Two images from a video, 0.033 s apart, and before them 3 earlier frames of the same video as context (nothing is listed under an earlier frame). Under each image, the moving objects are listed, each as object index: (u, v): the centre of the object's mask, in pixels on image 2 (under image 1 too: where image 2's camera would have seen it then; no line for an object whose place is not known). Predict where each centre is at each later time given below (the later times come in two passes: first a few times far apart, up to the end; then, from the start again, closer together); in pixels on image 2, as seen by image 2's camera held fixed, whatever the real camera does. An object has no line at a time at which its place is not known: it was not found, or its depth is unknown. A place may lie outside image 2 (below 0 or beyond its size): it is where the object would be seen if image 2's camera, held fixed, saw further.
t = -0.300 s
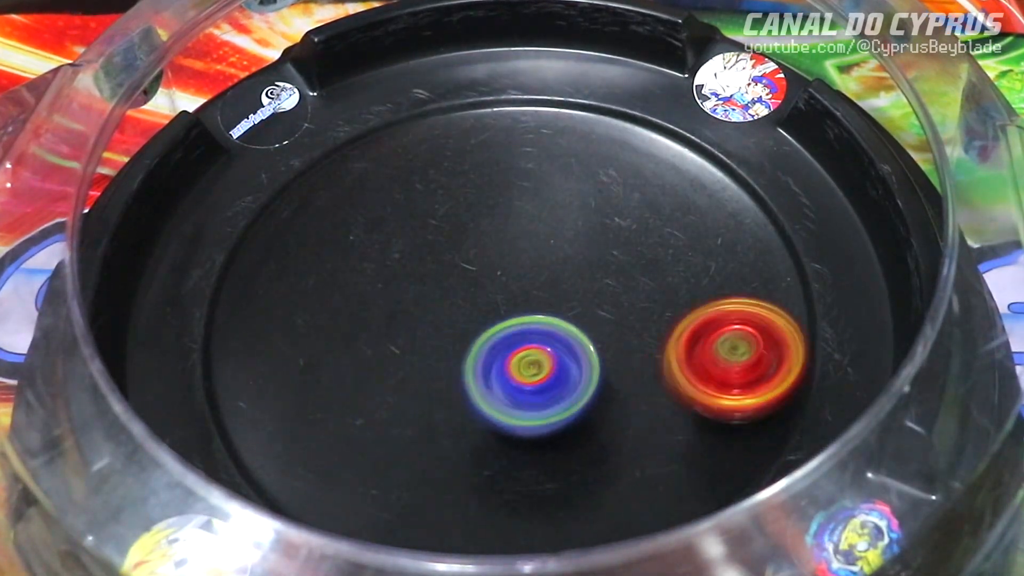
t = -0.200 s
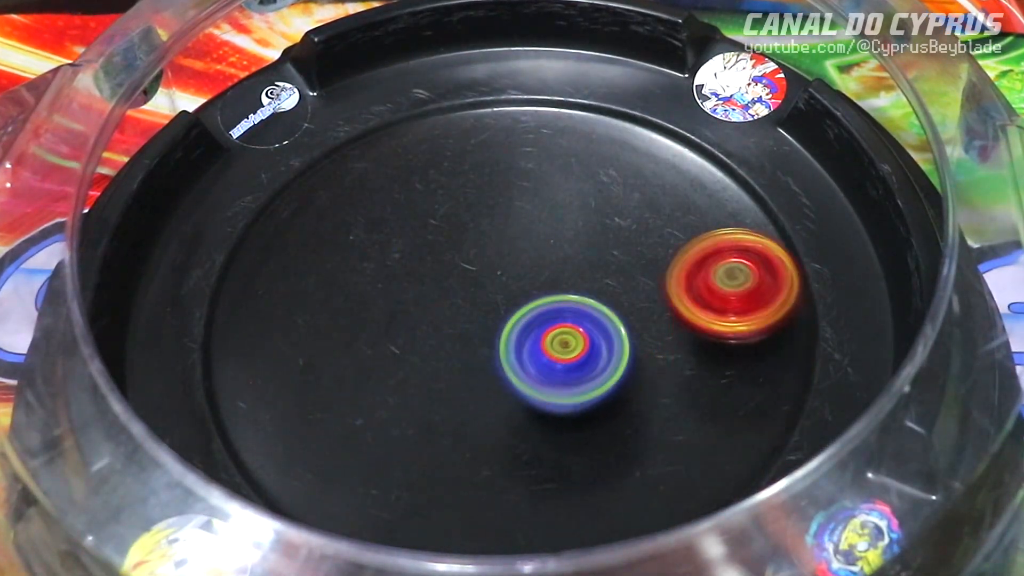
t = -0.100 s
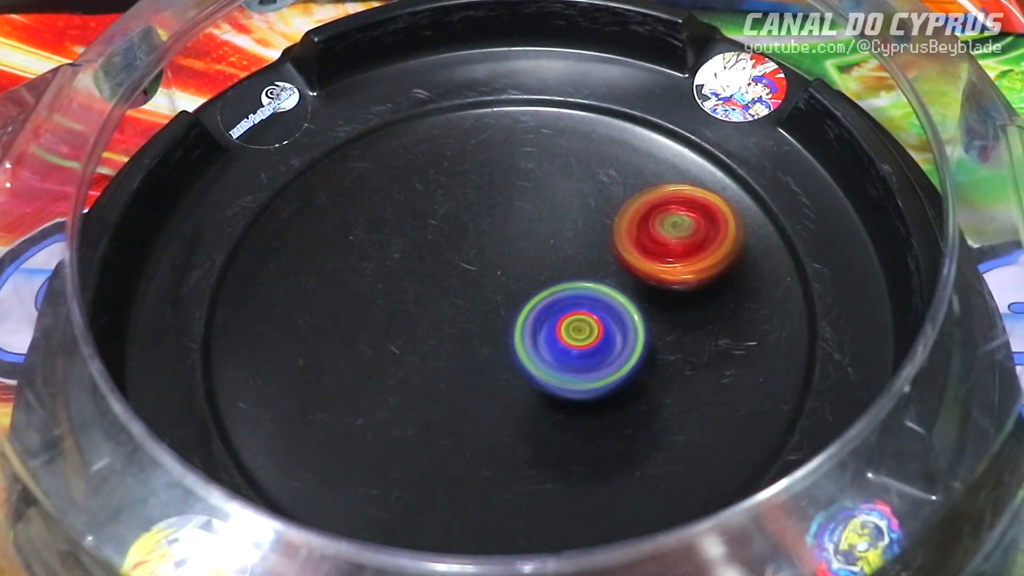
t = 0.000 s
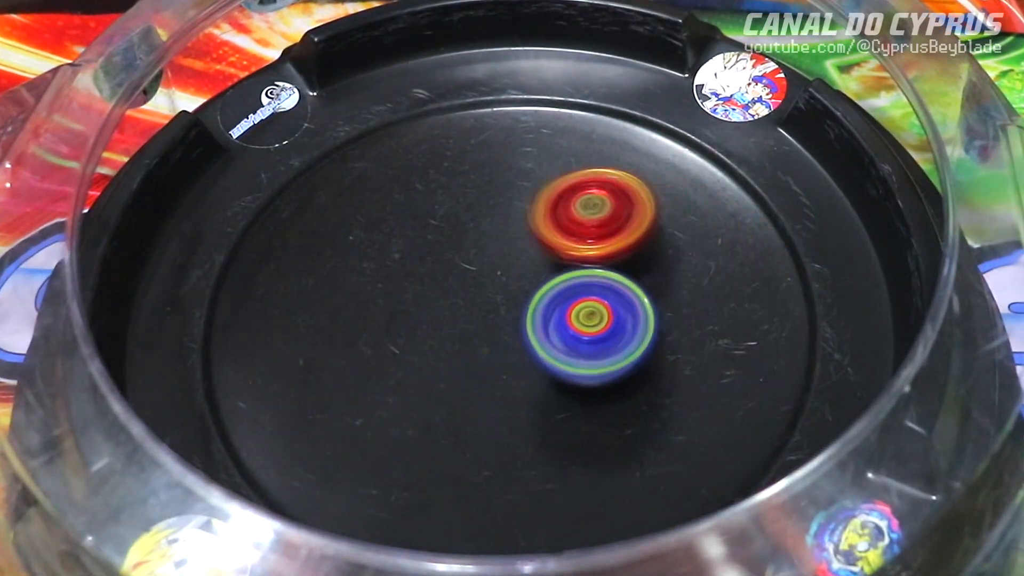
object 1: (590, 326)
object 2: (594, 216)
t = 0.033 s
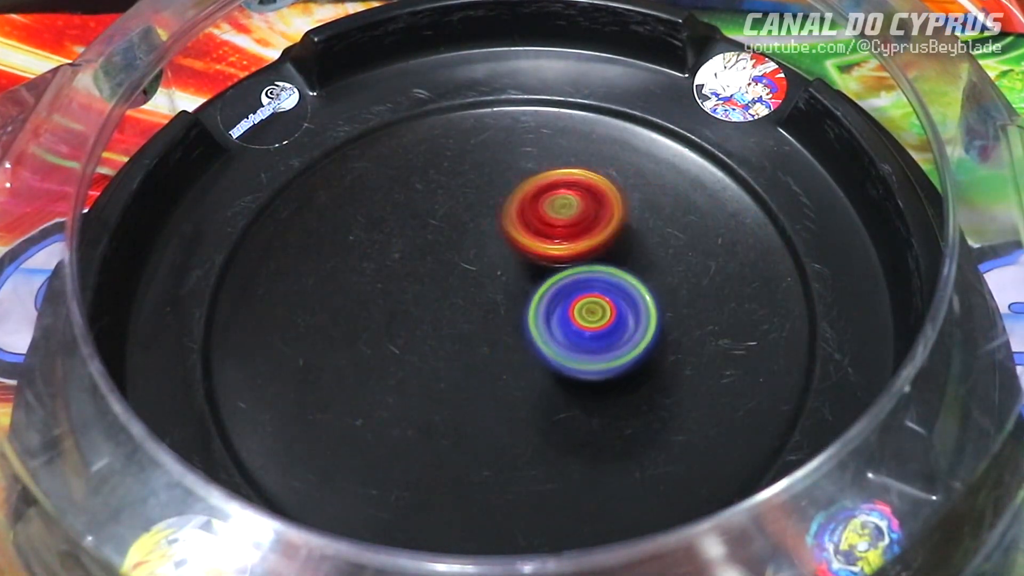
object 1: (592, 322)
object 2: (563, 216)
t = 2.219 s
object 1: (456, 243)
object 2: (600, 301)
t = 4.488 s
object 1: (562, 290)
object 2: (411, 311)
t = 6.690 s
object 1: (466, 317)
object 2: (603, 342)
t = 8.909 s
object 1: (441, 292)
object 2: (595, 308)
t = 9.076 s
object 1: (463, 270)
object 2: (580, 339)
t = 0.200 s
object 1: (599, 301)
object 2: (440, 252)
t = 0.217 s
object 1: (599, 300)
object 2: (432, 258)
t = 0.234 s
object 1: (600, 298)
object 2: (422, 264)
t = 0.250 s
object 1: (600, 296)
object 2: (413, 270)
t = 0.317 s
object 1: (599, 288)
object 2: (384, 296)
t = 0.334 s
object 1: (597, 287)
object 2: (378, 303)
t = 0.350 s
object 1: (597, 285)
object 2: (372, 311)
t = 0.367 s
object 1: (597, 284)
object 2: (369, 318)
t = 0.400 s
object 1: (595, 280)
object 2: (362, 334)
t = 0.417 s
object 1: (594, 279)
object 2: (360, 342)
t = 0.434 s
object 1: (593, 277)
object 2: (359, 350)
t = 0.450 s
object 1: (591, 276)
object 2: (359, 357)
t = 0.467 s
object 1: (590, 275)
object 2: (359, 365)
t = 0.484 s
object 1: (589, 273)
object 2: (360, 373)
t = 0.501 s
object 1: (588, 272)
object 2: (362, 381)
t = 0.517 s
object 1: (586, 271)
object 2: (366, 388)
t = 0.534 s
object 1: (585, 269)
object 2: (371, 395)
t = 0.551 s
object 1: (583, 268)
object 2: (377, 401)
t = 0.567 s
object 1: (581, 267)
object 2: (384, 407)
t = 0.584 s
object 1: (579, 266)
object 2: (392, 412)
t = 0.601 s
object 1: (577, 265)
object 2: (401, 416)
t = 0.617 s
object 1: (576, 264)
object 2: (409, 419)
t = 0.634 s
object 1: (573, 263)
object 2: (420, 422)
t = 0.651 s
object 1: (571, 262)
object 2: (431, 423)
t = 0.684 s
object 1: (567, 260)
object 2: (452, 422)
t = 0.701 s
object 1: (565, 260)
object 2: (463, 420)
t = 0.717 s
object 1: (563, 259)
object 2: (474, 417)
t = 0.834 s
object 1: (546, 255)
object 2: (533, 371)
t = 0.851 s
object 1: (544, 254)
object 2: (537, 364)
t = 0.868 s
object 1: (544, 250)
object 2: (541, 358)
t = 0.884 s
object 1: (543, 243)
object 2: (542, 355)
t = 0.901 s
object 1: (541, 237)
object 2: (545, 351)
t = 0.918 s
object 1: (538, 233)
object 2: (546, 344)
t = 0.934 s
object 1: (535, 229)
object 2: (547, 337)
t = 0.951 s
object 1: (532, 226)
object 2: (547, 332)
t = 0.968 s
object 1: (528, 221)
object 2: (546, 327)
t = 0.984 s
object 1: (524, 213)
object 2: (546, 326)
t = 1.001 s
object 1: (519, 206)
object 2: (545, 325)
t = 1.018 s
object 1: (512, 199)
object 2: (544, 323)
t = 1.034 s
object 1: (506, 194)
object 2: (542, 319)
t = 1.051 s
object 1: (498, 189)
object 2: (539, 316)
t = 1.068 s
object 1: (491, 185)
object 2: (537, 313)
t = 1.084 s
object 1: (485, 182)
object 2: (534, 310)
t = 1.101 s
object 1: (478, 179)
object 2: (530, 307)
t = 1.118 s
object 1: (473, 178)
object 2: (526, 304)
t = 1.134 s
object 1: (468, 176)
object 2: (521, 302)
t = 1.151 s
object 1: (463, 176)
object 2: (516, 302)
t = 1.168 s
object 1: (461, 176)
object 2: (512, 300)
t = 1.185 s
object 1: (458, 176)
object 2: (506, 299)
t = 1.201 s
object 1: (455, 176)
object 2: (501, 298)
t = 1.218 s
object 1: (453, 177)
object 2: (495, 297)
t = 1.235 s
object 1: (451, 179)
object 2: (489, 297)
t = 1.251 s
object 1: (450, 180)
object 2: (484, 296)
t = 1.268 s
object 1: (450, 182)
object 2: (479, 296)
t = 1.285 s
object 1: (449, 184)
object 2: (473, 296)
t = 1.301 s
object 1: (448, 186)
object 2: (468, 296)
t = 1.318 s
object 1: (447, 188)
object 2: (463, 298)
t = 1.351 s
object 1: (448, 193)
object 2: (454, 302)
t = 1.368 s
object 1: (447, 195)
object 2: (450, 305)
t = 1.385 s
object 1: (448, 198)
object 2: (447, 309)
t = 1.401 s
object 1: (448, 201)
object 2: (445, 312)
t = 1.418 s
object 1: (448, 203)
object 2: (442, 316)
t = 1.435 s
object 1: (449, 206)
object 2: (442, 320)
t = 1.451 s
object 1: (450, 209)
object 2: (442, 323)
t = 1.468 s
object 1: (451, 212)
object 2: (442, 327)
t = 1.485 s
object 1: (451, 215)
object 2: (443, 330)
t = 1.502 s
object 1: (452, 218)
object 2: (445, 334)
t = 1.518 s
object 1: (453, 221)
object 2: (447, 337)
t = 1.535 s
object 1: (454, 223)
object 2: (451, 340)
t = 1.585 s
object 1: (454, 231)
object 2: (465, 345)
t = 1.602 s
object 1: (456, 234)
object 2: (468, 346)
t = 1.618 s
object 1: (456, 236)
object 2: (475, 346)
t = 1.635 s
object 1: (456, 238)
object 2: (480, 345)
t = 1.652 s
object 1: (457, 237)
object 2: (486, 349)
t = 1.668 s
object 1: (459, 232)
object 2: (491, 355)
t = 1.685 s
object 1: (461, 229)
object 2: (496, 360)
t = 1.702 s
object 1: (461, 229)
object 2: (503, 362)
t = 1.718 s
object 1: (463, 229)
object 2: (510, 364)
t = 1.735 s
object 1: (464, 229)
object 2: (517, 365)
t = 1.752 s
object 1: (465, 230)
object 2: (524, 364)
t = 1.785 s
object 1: (465, 232)
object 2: (538, 363)
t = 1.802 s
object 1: (467, 234)
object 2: (545, 363)
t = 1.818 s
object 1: (467, 234)
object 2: (552, 360)
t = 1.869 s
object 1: (470, 238)
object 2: (566, 350)
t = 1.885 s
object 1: (471, 239)
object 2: (570, 347)
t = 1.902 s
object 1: (472, 240)
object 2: (574, 342)
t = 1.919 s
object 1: (473, 241)
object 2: (575, 337)
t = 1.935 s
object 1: (474, 243)
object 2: (578, 333)
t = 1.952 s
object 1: (476, 245)
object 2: (579, 328)
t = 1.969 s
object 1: (477, 246)
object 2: (579, 323)
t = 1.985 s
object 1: (478, 247)
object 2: (578, 317)
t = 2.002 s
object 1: (478, 247)
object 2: (579, 315)
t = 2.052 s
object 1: (475, 245)
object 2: (584, 306)
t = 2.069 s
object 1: (475, 245)
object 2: (583, 303)
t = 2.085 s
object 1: (470, 243)
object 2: (587, 303)
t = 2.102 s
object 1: (467, 240)
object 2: (592, 304)
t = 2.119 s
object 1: (463, 238)
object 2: (595, 303)
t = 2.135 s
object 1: (461, 238)
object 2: (597, 302)
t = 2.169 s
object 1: (459, 239)
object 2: (600, 302)
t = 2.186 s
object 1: (457, 240)
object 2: (601, 302)
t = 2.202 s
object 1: (457, 242)
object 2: (601, 301)
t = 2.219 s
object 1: (456, 243)
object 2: (600, 301)
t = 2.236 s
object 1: (455, 245)
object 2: (600, 300)
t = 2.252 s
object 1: (454, 246)
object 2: (599, 300)
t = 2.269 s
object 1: (454, 249)
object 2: (598, 298)
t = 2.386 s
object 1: (450, 263)
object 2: (584, 297)
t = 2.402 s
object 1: (451, 265)
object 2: (581, 297)
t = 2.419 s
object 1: (449, 264)
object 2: (579, 299)
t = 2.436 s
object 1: (441, 259)
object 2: (584, 307)
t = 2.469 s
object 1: (425, 248)
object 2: (588, 322)
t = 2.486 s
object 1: (420, 245)
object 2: (590, 328)
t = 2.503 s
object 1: (415, 243)
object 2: (592, 333)
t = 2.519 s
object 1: (412, 242)
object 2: (593, 336)
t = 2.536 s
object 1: (408, 242)
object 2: (593, 340)
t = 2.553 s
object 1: (405, 242)
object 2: (594, 343)
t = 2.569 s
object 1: (402, 243)
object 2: (596, 347)
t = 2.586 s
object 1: (399, 244)
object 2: (595, 349)
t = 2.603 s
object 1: (399, 246)
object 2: (596, 353)
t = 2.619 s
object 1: (398, 247)
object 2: (597, 356)
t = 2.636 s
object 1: (397, 249)
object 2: (596, 358)
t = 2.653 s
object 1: (399, 252)
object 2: (595, 361)
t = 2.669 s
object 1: (401, 254)
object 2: (594, 363)
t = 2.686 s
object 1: (401, 257)
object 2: (594, 365)
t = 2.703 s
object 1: (403, 260)
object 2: (591, 367)
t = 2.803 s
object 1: (415, 273)
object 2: (579, 372)
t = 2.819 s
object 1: (418, 275)
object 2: (576, 373)
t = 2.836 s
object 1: (419, 277)
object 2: (573, 373)
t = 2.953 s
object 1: (434, 290)
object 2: (543, 371)
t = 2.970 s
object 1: (438, 291)
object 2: (537, 370)
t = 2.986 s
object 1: (439, 291)
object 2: (533, 371)
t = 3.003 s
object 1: (439, 288)
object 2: (533, 377)
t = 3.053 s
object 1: (440, 276)
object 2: (533, 388)
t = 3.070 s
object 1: (442, 274)
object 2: (532, 390)
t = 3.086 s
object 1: (443, 272)
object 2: (531, 394)
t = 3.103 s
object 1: (446, 271)
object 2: (531, 396)
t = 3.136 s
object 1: (450, 271)
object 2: (531, 399)
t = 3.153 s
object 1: (452, 272)
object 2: (532, 400)
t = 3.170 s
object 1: (455, 272)
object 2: (532, 399)
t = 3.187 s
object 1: (456, 272)
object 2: (532, 399)
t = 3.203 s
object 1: (459, 274)
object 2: (533, 399)
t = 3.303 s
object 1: (469, 278)
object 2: (527, 385)
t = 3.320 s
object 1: (470, 279)
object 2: (525, 381)
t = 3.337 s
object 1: (471, 280)
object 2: (522, 379)
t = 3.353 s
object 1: (472, 277)
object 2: (521, 380)
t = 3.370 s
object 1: (472, 273)
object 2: (519, 379)
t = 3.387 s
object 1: (473, 272)
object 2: (516, 379)
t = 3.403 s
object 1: (474, 270)
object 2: (514, 378)
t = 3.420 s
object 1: (474, 268)
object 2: (510, 375)
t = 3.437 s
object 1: (476, 268)
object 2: (507, 375)
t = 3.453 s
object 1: (477, 265)
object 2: (504, 375)
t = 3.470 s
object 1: (476, 264)
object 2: (500, 376)
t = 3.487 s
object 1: (478, 262)
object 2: (497, 377)
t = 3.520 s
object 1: (480, 261)
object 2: (491, 377)
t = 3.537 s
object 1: (483, 260)
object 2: (489, 377)
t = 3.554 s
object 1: (484, 260)
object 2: (486, 377)
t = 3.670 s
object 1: (497, 261)
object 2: (466, 376)
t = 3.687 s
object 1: (497, 261)
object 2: (465, 377)
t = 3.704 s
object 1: (500, 261)
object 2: (465, 376)
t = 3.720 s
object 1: (502, 262)
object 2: (462, 375)
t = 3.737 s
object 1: (502, 262)
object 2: (462, 375)
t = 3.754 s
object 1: (504, 264)
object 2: (462, 373)
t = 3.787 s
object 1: (505, 266)
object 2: (460, 372)
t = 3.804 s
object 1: (508, 266)
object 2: (457, 371)
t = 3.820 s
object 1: (511, 263)
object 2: (453, 376)
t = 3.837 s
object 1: (516, 261)
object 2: (449, 379)
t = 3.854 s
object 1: (521, 259)
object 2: (445, 381)
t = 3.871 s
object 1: (523, 258)
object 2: (444, 384)
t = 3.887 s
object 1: (526, 258)
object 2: (442, 385)
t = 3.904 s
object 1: (527, 257)
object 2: (439, 387)
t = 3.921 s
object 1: (529, 259)
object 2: (439, 389)
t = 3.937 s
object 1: (531, 259)
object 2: (439, 389)
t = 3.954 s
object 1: (530, 260)
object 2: (438, 391)
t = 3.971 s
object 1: (533, 262)
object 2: (440, 391)
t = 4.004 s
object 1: (534, 265)
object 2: (442, 390)
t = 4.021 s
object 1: (536, 266)
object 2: (445, 388)
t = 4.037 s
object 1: (534, 268)
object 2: (445, 386)
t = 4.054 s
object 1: (536, 270)
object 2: (448, 384)
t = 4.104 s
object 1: (537, 275)
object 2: (455, 374)
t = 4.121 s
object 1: (536, 277)
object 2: (455, 370)
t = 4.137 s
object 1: (539, 279)
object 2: (454, 368)
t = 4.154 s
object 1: (543, 276)
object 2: (453, 366)
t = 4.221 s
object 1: (553, 274)
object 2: (447, 355)
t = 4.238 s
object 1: (554, 273)
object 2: (447, 351)
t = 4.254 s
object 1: (554, 275)
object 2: (444, 348)
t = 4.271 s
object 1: (555, 275)
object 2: (443, 346)
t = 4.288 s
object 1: (554, 276)
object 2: (442, 342)
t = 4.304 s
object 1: (555, 277)
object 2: (439, 340)
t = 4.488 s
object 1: (562, 290)
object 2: (411, 311)
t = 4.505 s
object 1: (562, 292)
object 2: (408, 308)
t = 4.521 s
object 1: (562, 293)
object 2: (406, 307)
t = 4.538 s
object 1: (560, 295)
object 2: (405, 304)
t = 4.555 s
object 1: (560, 296)
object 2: (401, 302)
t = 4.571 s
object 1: (557, 298)
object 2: (401, 301)
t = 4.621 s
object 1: (552, 302)
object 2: (399, 294)
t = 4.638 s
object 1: (549, 303)
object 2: (396, 291)
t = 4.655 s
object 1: (546, 305)
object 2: (397, 290)
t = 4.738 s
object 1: (533, 315)
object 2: (401, 282)
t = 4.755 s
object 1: (530, 317)
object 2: (403, 279)
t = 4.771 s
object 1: (528, 321)
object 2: (402, 277)
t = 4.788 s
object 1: (534, 326)
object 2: (400, 273)
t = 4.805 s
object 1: (536, 331)
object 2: (396, 270)
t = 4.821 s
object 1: (540, 334)
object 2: (396, 267)
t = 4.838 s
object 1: (541, 336)
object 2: (395, 264)
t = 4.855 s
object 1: (543, 339)
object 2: (395, 263)
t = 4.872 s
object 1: (545, 340)
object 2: (396, 261)
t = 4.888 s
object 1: (544, 342)
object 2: (396, 261)
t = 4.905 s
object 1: (545, 342)
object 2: (398, 260)
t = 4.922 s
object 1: (544, 343)
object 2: (398, 260)
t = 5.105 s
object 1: (525, 338)
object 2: (436, 254)
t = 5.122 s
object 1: (524, 337)
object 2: (439, 253)
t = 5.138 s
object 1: (524, 339)
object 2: (441, 249)
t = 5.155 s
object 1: (524, 343)
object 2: (444, 243)
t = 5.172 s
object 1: (524, 345)
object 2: (446, 239)
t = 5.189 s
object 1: (523, 347)
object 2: (450, 235)
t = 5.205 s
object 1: (523, 348)
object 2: (450, 232)
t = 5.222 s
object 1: (521, 349)
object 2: (454, 229)
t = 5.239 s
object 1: (520, 349)
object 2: (455, 225)
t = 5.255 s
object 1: (518, 349)
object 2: (457, 225)
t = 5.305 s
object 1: (514, 346)
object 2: (465, 218)
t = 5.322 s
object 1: (512, 344)
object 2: (466, 216)
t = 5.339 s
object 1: (511, 343)
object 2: (470, 215)
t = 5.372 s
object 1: (508, 339)
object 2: (474, 214)
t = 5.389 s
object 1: (507, 337)
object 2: (477, 211)
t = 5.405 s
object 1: (505, 335)
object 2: (479, 212)
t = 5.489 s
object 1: (497, 323)
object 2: (494, 212)
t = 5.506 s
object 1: (493, 321)
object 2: (497, 212)
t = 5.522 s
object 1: (490, 323)
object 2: (501, 210)
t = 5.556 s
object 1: (484, 329)
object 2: (510, 201)
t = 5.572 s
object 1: (483, 331)
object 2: (515, 197)
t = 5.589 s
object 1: (480, 332)
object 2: (516, 196)
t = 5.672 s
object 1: (473, 331)
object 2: (527, 188)
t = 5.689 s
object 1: (472, 330)
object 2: (529, 186)
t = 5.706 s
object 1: (472, 329)
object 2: (530, 187)
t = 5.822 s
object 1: (478, 320)
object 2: (540, 197)
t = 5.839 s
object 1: (479, 319)
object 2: (542, 198)
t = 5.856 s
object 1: (481, 318)
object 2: (542, 202)
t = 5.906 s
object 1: (482, 315)
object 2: (546, 212)
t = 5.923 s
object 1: (483, 314)
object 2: (546, 216)
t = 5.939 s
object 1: (482, 316)
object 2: (550, 219)
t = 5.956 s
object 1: (480, 316)
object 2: (552, 221)
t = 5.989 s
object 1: (476, 317)
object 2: (558, 227)
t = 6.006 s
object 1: (474, 319)
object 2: (561, 231)
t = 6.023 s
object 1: (472, 318)
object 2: (564, 233)
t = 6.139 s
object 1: (468, 318)
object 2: (586, 252)
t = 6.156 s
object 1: (469, 318)
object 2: (591, 255)
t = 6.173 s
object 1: (468, 318)
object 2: (591, 258)
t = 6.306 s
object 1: (470, 318)
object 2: (605, 284)
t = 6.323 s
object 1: (469, 318)
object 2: (607, 289)
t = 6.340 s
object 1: (465, 319)
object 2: (612, 291)
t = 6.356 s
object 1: (462, 317)
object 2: (616, 296)
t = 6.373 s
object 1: (460, 317)
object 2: (620, 298)
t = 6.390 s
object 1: (460, 316)
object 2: (621, 302)
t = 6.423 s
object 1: (461, 316)
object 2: (625, 307)
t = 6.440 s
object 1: (461, 316)
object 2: (628, 309)
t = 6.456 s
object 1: (462, 316)
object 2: (627, 312)
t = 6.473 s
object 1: (462, 317)
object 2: (630, 314)
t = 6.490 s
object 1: (463, 317)
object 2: (628, 317)
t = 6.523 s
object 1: (463, 317)
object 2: (629, 321)
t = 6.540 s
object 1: (463, 317)
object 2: (629, 324)
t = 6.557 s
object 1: (463, 317)
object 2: (626, 327)
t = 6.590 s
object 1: (464, 317)
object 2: (623, 331)
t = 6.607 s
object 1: (464, 318)
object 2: (621, 333)
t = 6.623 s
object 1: (465, 317)
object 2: (618, 334)
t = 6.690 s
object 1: (466, 317)
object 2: (603, 342)
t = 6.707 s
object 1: (466, 316)
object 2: (599, 345)
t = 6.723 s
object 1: (464, 313)
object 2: (598, 348)
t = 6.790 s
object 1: (463, 306)
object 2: (586, 357)
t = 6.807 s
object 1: (464, 305)
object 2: (582, 361)
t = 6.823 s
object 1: (461, 301)
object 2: (584, 364)
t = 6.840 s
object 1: (460, 298)
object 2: (583, 370)
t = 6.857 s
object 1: (458, 295)
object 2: (583, 373)
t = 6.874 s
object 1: (459, 293)
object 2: (580, 377)
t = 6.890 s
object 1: (459, 291)
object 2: (580, 378)
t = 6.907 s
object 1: (461, 290)
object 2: (577, 381)
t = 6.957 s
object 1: (463, 288)
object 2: (573, 384)
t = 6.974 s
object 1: (463, 287)
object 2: (569, 386)
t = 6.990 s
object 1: (464, 287)
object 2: (568, 385)
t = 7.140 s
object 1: (473, 283)
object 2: (535, 381)
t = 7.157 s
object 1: (475, 282)
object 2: (531, 380)
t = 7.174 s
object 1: (475, 278)
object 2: (527, 383)
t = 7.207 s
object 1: (476, 272)
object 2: (517, 383)
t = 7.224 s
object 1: (479, 268)
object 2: (512, 382)
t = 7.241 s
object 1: (479, 268)
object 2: (509, 381)
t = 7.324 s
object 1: (487, 267)
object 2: (486, 375)
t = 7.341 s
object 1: (492, 265)
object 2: (482, 377)
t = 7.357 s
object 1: (493, 261)
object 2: (475, 377)
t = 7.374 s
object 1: (499, 258)
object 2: (471, 377)
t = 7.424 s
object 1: (506, 252)
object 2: (458, 375)
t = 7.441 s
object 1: (510, 247)
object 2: (456, 374)
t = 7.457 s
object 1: (513, 249)
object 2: (450, 373)
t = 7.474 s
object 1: (515, 246)
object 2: (448, 370)
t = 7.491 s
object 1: (519, 246)
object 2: (444, 369)
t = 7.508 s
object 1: (520, 244)
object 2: (442, 366)
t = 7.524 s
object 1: (526, 245)
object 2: (438, 365)
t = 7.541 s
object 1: (527, 244)
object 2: (436, 362)
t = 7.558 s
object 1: (532, 245)
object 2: (434, 360)
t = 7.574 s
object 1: (532, 246)
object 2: (431, 357)
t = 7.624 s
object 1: (538, 249)
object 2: (428, 349)
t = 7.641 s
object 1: (539, 253)
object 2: (424, 344)
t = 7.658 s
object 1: (541, 253)
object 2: (425, 341)
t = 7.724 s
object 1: (546, 262)
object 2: (420, 326)
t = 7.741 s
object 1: (550, 263)
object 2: (419, 323)
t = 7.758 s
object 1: (549, 267)
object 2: (419, 318)
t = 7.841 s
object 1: (558, 281)
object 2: (422, 298)
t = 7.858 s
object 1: (562, 285)
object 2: (421, 293)
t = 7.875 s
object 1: (561, 288)
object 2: (424, 290)
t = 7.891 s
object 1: (564, 291)
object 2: (422, 286)
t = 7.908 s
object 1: (563, 295)
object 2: (426, 281)
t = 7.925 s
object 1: (566, 297)
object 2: (425, 279)
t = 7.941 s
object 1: (566, 302)
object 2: (429, 274)
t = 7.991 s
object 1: (566, 310)
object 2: (434, 266)
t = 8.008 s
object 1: (567, 313)
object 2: (437, 261)
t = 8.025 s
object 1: (564, 315)
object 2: (440, 259)
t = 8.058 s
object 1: (561, 320)
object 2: (445, 253)
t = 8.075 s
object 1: (561, 321)
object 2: (445, 249)
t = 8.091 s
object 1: (558, 324)
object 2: (451, 247)
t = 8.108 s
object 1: (555, 325)
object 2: (451, 245)
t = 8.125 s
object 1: (554, 328)
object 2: (456, 242)
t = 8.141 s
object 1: (551, 329)
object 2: (457, 241)
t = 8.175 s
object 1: (543, 335)
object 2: (465, 238)
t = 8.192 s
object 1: (541, 336)
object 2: (469, 234)
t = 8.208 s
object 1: (536, 339)
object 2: (473, 235)
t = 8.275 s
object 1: (524, 345)
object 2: (488, 230)
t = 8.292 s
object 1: (519, 347)
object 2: (489, 230)
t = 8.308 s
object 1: (516, 347)
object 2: (494, 229)
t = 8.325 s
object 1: (510, 349)
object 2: (497, 230)
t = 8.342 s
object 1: (508, 348)
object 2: (502, 228)
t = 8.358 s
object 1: (503, 349)
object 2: (505, 230)
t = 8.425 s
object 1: (490, 349)
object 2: (522, 232)
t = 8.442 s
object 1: (484, 349)
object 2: (524, 233)
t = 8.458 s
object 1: (482, 347)
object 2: (530, 234)
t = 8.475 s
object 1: (477, 346)
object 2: (531, 236)
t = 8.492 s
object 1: (474, 345)
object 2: (536, 237)
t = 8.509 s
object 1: (471, 344)
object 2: (539, 240)
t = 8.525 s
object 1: (466, 343)
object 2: (543, 240)
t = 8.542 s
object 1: (464, 341)
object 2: (547, 243)
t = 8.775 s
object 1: (439, 311)
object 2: (584, 283)
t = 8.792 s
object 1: (437, 308)
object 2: (588, 286)
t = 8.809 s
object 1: (438, 305)
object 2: (587, 290)
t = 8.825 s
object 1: (438, 304)
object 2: (590, 292)
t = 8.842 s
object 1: (438, 301)
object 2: (591, 297)
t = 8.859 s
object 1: (440, 299)
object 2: (592, 298)
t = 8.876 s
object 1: (439, 296)
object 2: (593, 302)
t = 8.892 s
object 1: (441, 294)
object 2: (593, 305)
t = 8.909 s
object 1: (441, 292)
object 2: (595, 308)
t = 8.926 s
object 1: (442, 289)
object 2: (593, 312)
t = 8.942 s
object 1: (444, 288)
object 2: (594, 314)
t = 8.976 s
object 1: (449, 284)
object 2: (592, 321)
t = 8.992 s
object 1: (450, 282)
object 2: (591, 325)
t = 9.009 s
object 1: (453, 279)
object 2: (589, 327)
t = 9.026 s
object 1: (455, 278)
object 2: (588, 330)
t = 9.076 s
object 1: (463, 270)
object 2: (580, 339)
